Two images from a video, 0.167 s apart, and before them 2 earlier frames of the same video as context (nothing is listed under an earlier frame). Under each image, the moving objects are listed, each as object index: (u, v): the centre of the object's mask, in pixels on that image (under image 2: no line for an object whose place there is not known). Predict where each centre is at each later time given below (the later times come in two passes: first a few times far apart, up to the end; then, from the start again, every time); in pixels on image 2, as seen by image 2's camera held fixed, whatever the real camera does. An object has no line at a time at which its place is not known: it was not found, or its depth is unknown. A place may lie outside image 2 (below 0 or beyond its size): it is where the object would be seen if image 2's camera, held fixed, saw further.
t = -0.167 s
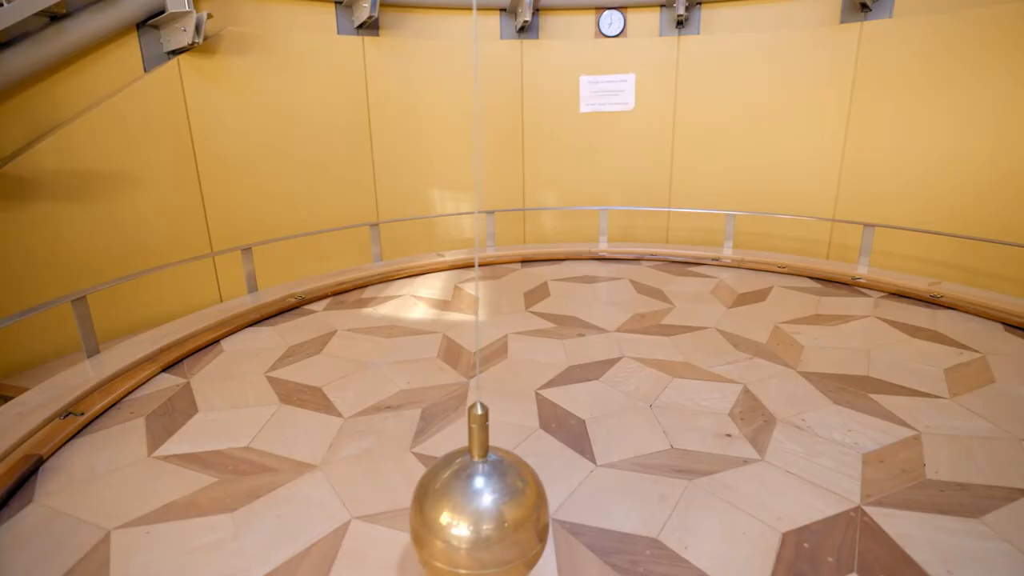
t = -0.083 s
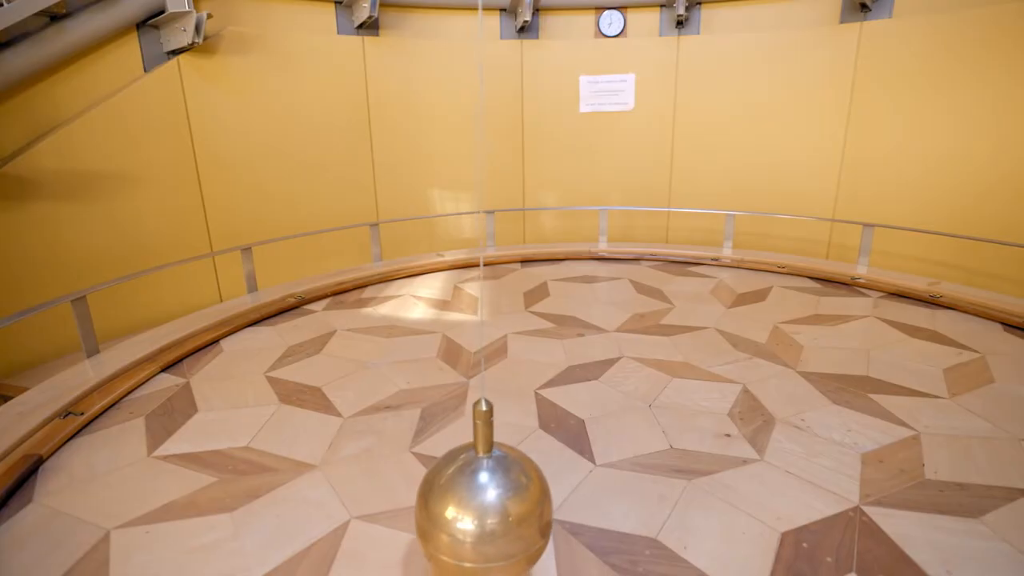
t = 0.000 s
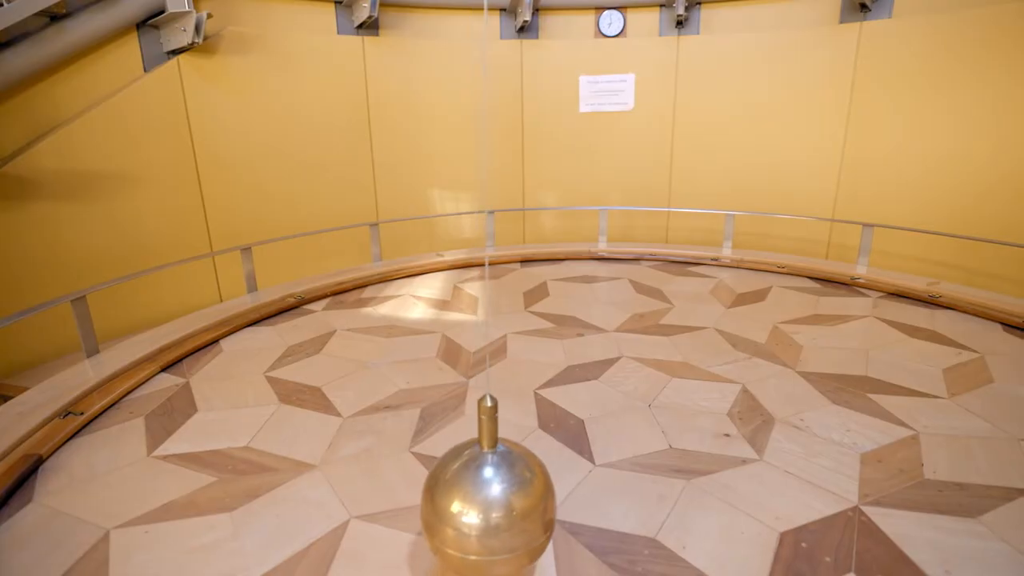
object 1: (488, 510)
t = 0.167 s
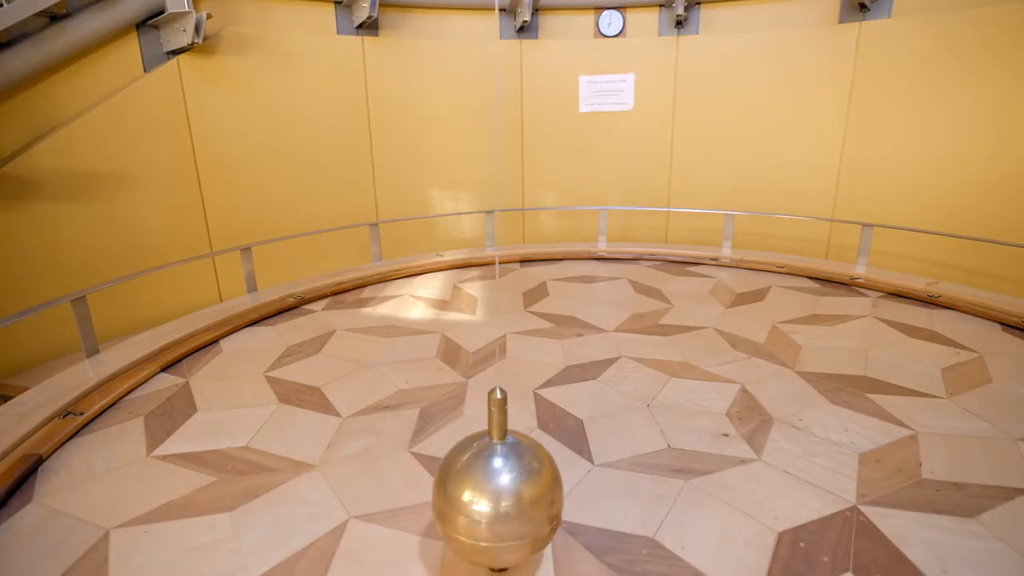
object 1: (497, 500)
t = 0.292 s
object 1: (507, 492)
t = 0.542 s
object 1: (524, 477)
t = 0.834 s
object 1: (544, 457)
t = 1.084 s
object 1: (559, 443)
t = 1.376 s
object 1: (577, 427)
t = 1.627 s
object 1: (591, 414)
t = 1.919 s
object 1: (606, 405)
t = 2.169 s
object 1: (618, 385)
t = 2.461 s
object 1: (631, 374)
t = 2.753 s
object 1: (643, 366)
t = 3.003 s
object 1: (652, 356)
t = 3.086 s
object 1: (655, 353)
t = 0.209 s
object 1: (501, 497)
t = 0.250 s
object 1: (504, 495)
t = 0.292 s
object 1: (507, 492)
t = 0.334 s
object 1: (510, 489)
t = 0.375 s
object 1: (512, 487)
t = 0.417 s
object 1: (515, 485)
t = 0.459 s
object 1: (518, 482)
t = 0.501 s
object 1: (521, 479)
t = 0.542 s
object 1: (524, 477)
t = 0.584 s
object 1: (527, 474)
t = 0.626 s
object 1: (529, 472)
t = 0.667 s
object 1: (532, 469)
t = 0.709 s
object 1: (535, 466)
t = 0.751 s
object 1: (538, 463)
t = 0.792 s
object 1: (541, 460)
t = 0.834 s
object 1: (544, 457)
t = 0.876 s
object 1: (547, 455)
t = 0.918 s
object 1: (549, 453)
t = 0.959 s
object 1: (552, 450)
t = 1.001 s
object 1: (555, 448)
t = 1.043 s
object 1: (557, 445)
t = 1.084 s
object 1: (559, 443)
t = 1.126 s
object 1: (562, 440)
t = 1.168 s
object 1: (565, 438)
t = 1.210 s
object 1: (567, 435)
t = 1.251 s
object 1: (570, 434)
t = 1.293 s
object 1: (572, 431)
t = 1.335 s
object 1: (575, 429)
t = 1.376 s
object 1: (577, 427)
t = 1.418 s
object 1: (580, 425)
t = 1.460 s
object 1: (582, 423)
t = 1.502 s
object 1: (584, 429)
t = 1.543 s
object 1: (587, 419)
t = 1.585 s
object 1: (589, 424)
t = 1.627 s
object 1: (591, 414)
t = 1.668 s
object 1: (594, 420)
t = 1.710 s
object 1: (595, 417)
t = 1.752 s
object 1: (597, 415)
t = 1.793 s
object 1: (599, 413)
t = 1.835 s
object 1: (601, 403)
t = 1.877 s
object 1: (603, 408)
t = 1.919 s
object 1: (606, 405)
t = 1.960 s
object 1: (608, 395)
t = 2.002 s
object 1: (610, 393)
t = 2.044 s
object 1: (612, 391)
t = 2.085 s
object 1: (614, 389)
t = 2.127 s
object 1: (616, 387)
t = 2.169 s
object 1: (618, 385)
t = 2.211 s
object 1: (620, 383)
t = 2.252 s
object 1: (622, 381)
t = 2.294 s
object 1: (623, 380)
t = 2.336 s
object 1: (625, 378)
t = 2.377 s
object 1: (627, 376)
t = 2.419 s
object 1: (629, 375)
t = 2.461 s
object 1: (631, 374)
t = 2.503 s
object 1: (632, 378)
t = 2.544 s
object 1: (634, 370)
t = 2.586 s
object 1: (636, 368)
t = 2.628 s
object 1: (638, 372)
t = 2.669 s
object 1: (640, 370)
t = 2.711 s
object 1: (642, 368)
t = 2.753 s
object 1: (643, 366)
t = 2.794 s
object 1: (645, 364)
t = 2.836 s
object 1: (647, 363)
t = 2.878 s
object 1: (649, 362)
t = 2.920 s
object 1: (650, 359)
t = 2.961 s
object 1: (652, 358)
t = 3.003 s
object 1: (652, 356)
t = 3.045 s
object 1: (654, 354)
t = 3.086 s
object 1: (655, 353)
